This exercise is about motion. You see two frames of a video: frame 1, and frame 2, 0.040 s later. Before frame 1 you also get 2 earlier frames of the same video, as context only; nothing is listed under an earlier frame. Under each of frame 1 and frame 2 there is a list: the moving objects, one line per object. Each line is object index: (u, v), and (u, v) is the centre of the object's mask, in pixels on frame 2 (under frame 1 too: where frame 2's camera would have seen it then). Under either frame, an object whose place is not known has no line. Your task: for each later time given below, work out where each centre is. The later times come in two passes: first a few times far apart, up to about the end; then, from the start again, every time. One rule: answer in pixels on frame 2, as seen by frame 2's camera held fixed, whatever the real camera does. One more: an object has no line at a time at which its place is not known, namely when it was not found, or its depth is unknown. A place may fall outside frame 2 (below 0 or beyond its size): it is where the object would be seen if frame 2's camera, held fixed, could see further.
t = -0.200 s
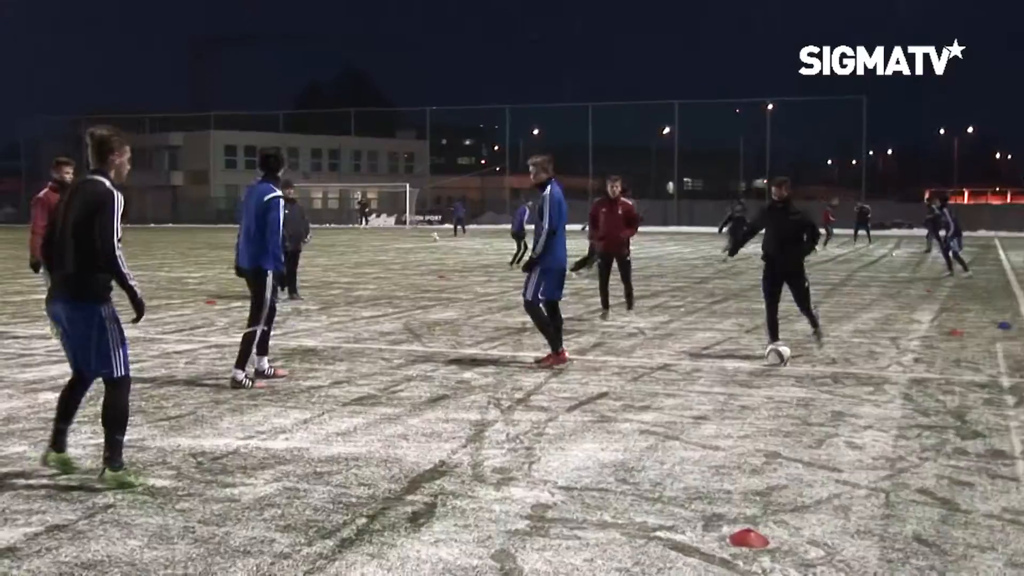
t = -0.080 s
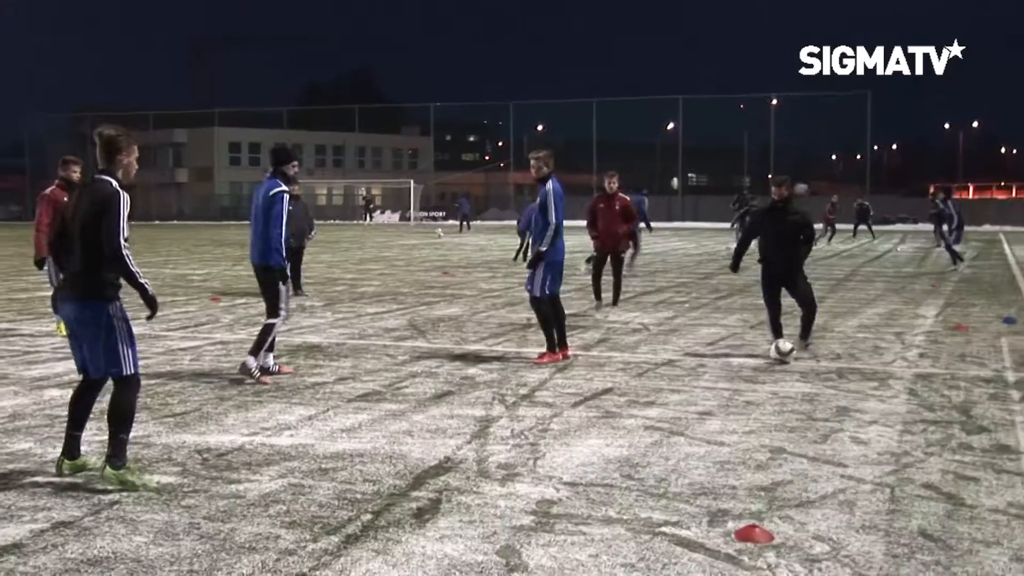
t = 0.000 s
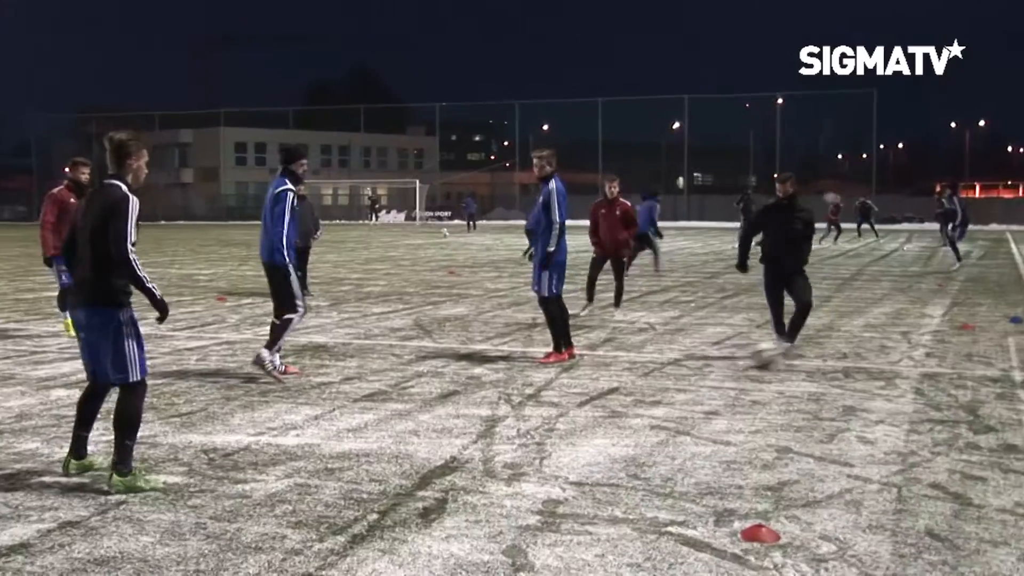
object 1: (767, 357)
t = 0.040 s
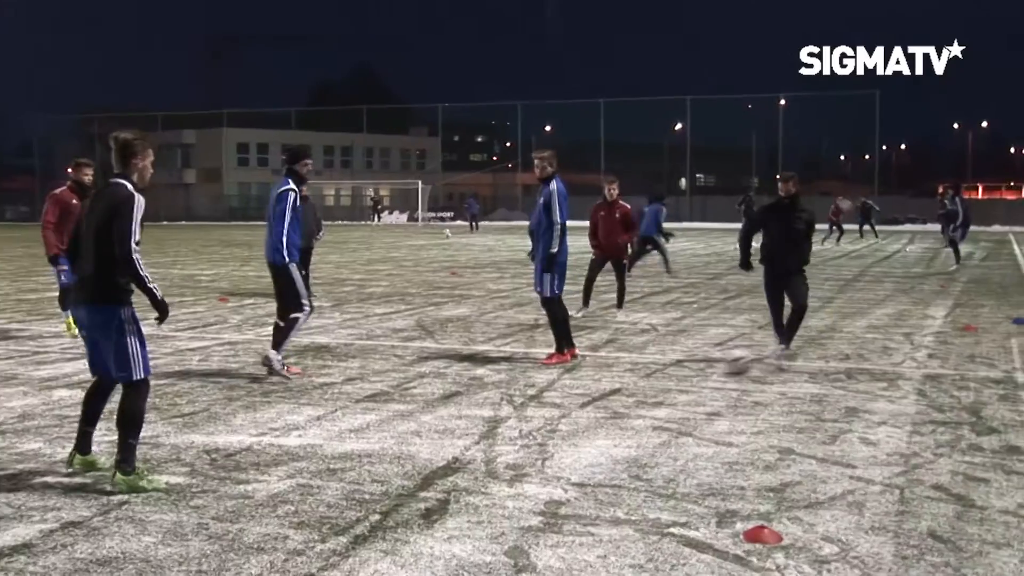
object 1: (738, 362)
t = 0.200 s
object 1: (619, 385)
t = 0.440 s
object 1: (402, 423)
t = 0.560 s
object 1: (272, 447)
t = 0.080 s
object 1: (710, 369)
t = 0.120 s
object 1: (681, 373)
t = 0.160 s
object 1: (652, 379)
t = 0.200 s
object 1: (619, 385)
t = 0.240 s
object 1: (587, 392)
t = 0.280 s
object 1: (554, 399)
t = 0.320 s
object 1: (519, 401)
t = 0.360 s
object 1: (483, 410)
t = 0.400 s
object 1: (446, 416)
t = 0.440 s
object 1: (402, 423)
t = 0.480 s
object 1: (359, 431)
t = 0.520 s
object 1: (314, 442)
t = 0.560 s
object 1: (272, 447)
